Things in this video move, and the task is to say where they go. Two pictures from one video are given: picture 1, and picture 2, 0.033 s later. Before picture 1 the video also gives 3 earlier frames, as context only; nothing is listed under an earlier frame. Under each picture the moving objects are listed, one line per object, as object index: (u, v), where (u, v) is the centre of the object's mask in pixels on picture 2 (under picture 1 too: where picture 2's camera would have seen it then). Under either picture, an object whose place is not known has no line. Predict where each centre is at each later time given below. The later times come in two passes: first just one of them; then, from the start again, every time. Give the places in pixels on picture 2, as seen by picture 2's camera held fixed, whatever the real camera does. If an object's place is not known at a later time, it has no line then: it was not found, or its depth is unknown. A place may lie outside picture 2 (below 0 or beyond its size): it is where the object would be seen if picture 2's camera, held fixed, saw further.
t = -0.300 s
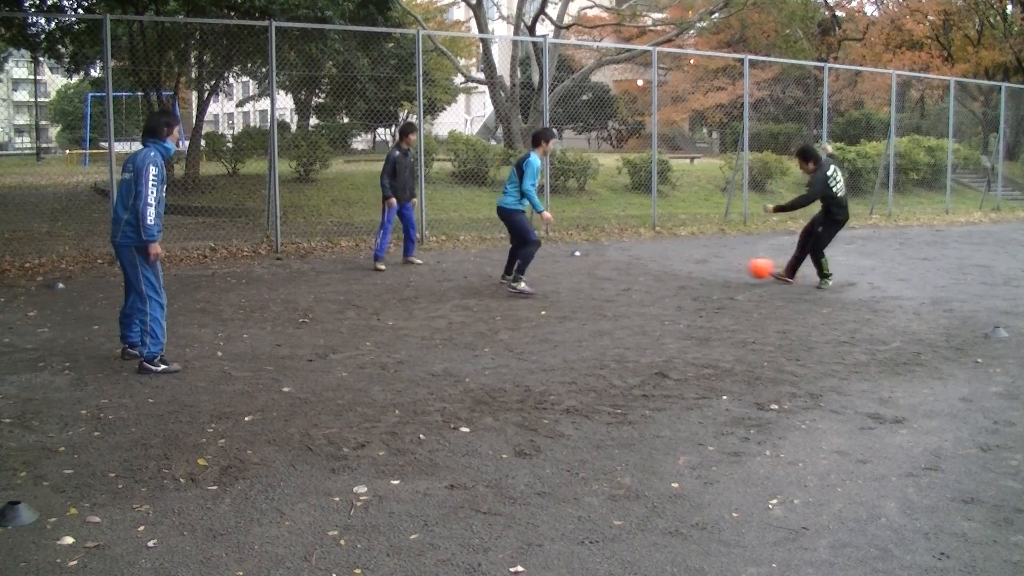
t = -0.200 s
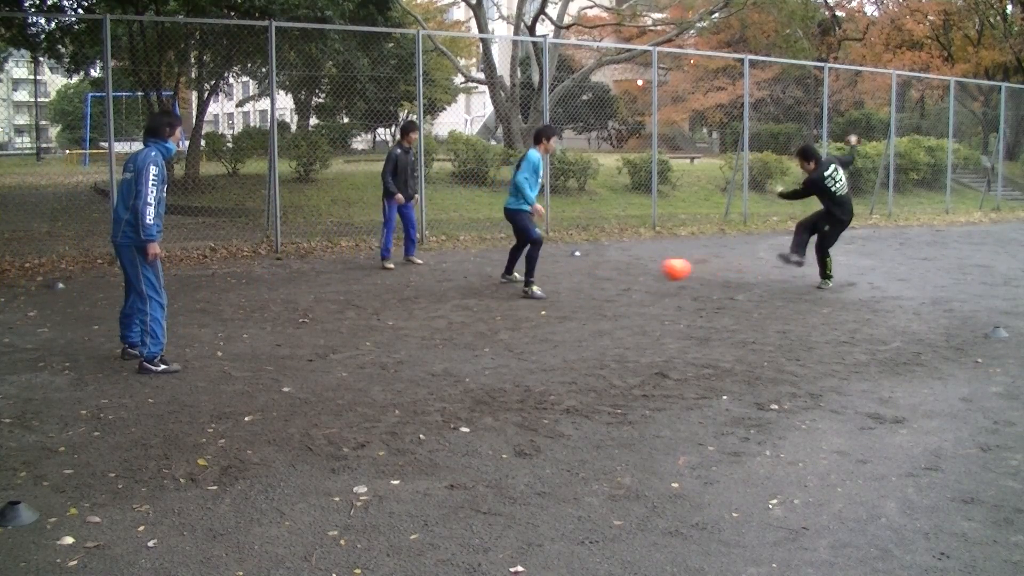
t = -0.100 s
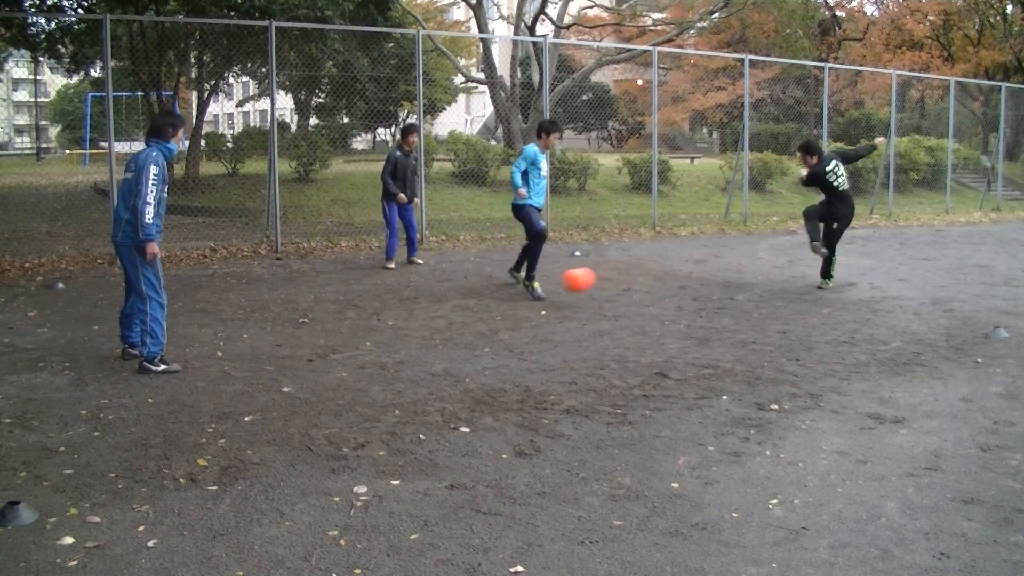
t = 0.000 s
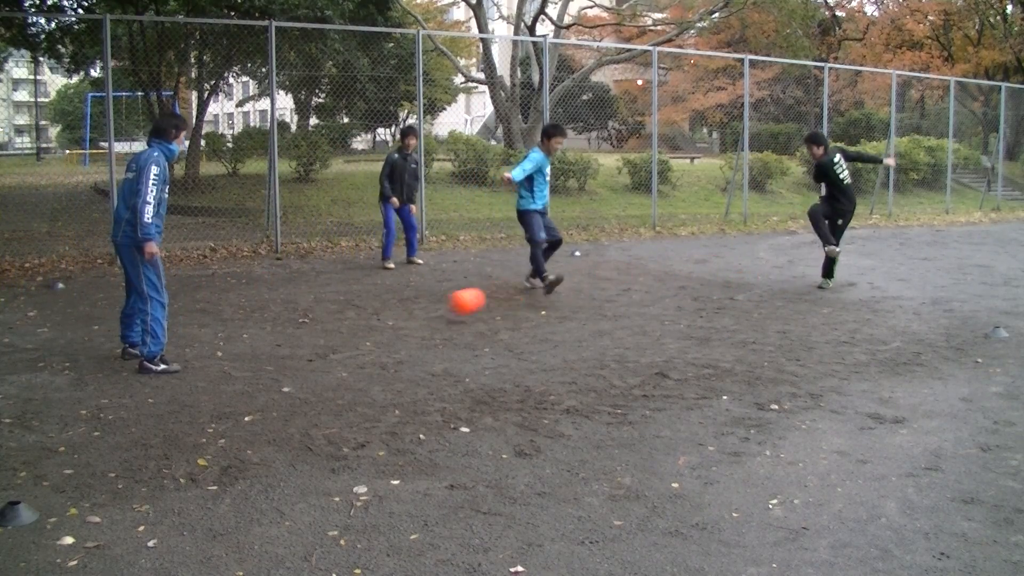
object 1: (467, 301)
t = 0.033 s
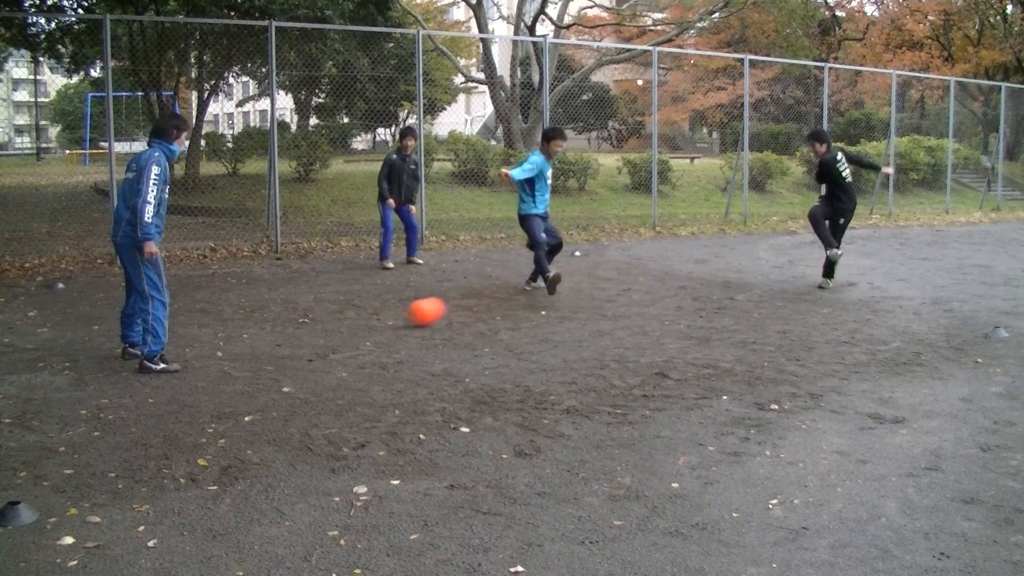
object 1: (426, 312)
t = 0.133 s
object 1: (314, 311)
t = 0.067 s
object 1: (389, 313)
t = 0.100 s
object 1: (353, 311)
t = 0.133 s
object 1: (314, 311)
